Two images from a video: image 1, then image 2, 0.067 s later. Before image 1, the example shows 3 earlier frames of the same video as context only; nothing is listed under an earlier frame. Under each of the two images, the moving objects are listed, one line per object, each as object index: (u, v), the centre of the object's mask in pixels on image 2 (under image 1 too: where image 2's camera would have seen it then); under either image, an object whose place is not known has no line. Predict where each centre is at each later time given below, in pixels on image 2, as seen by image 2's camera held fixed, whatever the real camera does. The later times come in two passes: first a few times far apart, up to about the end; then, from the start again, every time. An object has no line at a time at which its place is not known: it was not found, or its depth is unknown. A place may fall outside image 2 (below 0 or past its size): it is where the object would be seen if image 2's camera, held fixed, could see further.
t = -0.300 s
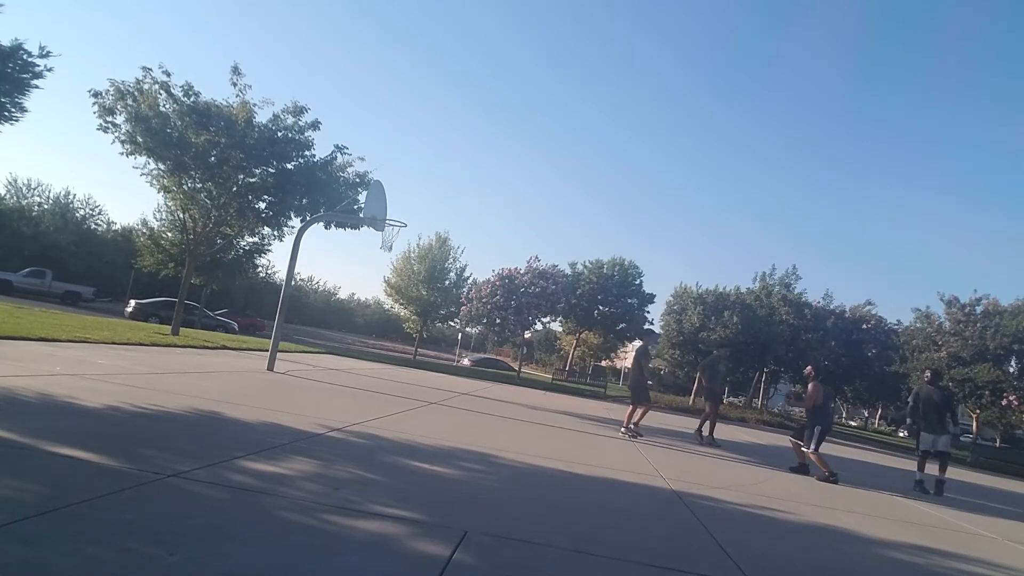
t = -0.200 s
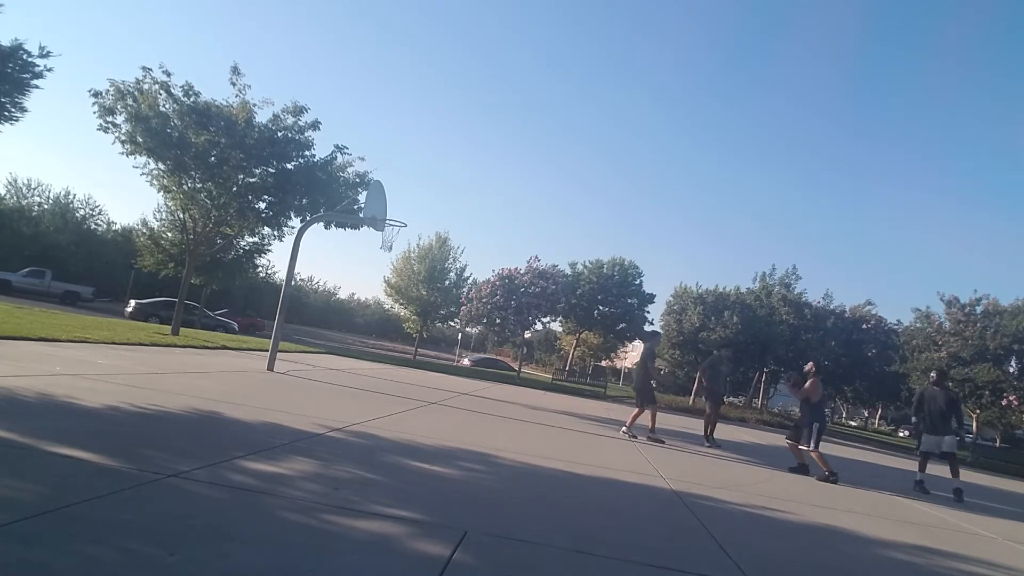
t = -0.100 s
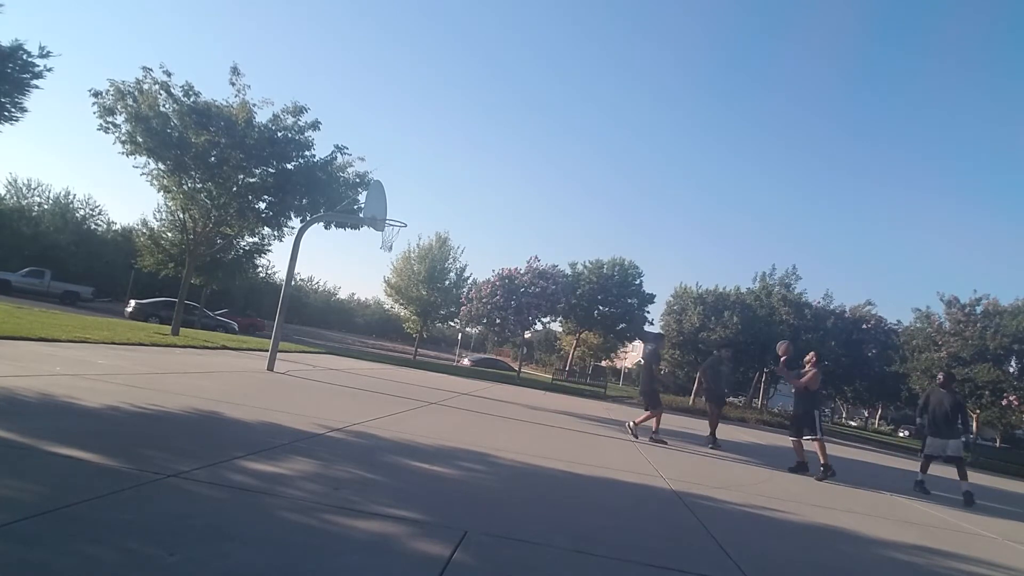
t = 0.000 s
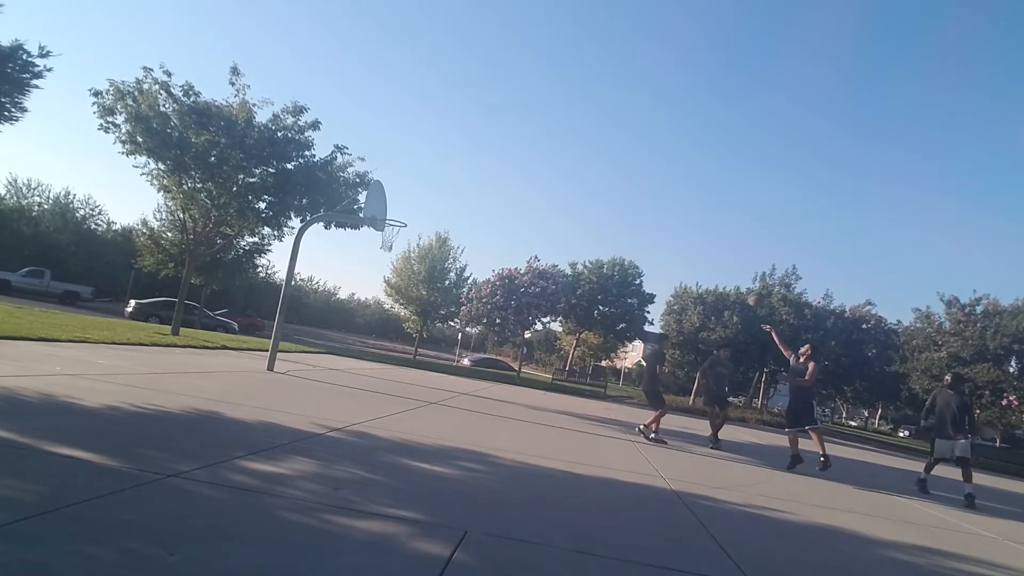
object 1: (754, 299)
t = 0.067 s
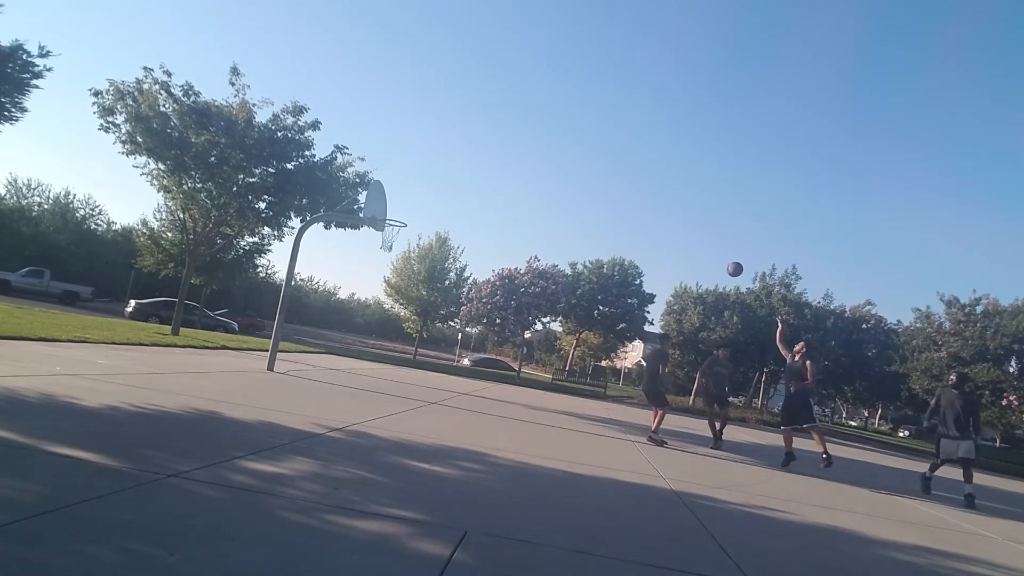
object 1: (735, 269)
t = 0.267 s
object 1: (671, 200)
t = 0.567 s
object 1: (579, 149)
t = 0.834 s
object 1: (499, 148)
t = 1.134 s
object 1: (408, 192)
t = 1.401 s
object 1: (387, 204)
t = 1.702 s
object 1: (399, 221)
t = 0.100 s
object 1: (724, 255)
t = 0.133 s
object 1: (713, 243)
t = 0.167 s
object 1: (702, 231)
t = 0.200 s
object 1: (692, 220)
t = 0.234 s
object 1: (681, 209)
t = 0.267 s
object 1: (671, 200)
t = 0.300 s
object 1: (660, 192)
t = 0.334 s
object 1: (650, 184)
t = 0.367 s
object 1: (640, 177)
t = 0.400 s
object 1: (629, 170)
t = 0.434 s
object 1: (619, 165)
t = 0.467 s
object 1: (609, 160)
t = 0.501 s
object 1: (599, 156)
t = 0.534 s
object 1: (589, 152)
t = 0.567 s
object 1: (579, 149)
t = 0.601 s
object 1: (569, 147)
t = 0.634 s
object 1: (559, 145)
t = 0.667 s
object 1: (549, 144)
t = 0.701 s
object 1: (539, 144)
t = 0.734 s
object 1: (529, 144)
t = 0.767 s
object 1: (519, 145)
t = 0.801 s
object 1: (509, 146)
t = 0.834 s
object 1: (499, 148)
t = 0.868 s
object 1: (489, 151)
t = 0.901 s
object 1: (478, 154)
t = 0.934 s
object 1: (468, 158)
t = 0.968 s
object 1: (458, 162)
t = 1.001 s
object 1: (448, 167)
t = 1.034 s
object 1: (438, 172)
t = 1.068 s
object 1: (428, 178)
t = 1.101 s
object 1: (418, 185)
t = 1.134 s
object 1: (408, 192)
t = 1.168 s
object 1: (397, 199)
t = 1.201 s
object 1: (387, 207)
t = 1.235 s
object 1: (375, 213)
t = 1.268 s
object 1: (380, 212)
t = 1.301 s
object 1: (382, 209)
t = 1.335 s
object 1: (384, 207)
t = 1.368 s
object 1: (386, 205)
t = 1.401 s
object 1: (387, 204)
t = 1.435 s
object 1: (389, 203)
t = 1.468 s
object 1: (391, 203)
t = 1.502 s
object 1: (392, 204)
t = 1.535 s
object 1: (393, 205)
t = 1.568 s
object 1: (394, 207)
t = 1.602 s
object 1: (396, 209)
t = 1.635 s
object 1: (397, 213)
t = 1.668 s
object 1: (398, 216)
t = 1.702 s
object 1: (399, 221)
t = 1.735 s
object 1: (399, 226)
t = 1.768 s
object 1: (400, 232)
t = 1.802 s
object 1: (400, 238)
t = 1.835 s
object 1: (400, 246)
